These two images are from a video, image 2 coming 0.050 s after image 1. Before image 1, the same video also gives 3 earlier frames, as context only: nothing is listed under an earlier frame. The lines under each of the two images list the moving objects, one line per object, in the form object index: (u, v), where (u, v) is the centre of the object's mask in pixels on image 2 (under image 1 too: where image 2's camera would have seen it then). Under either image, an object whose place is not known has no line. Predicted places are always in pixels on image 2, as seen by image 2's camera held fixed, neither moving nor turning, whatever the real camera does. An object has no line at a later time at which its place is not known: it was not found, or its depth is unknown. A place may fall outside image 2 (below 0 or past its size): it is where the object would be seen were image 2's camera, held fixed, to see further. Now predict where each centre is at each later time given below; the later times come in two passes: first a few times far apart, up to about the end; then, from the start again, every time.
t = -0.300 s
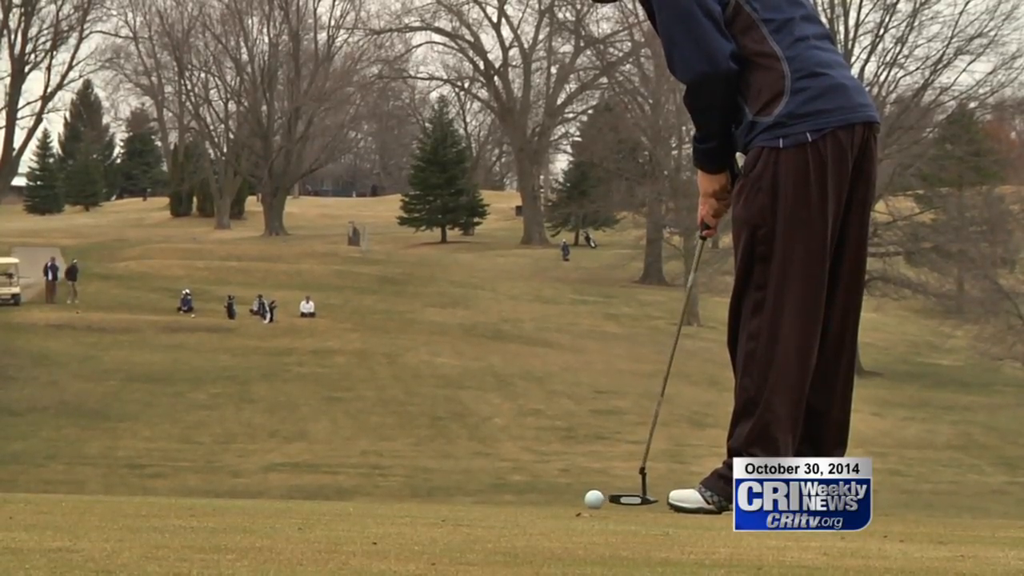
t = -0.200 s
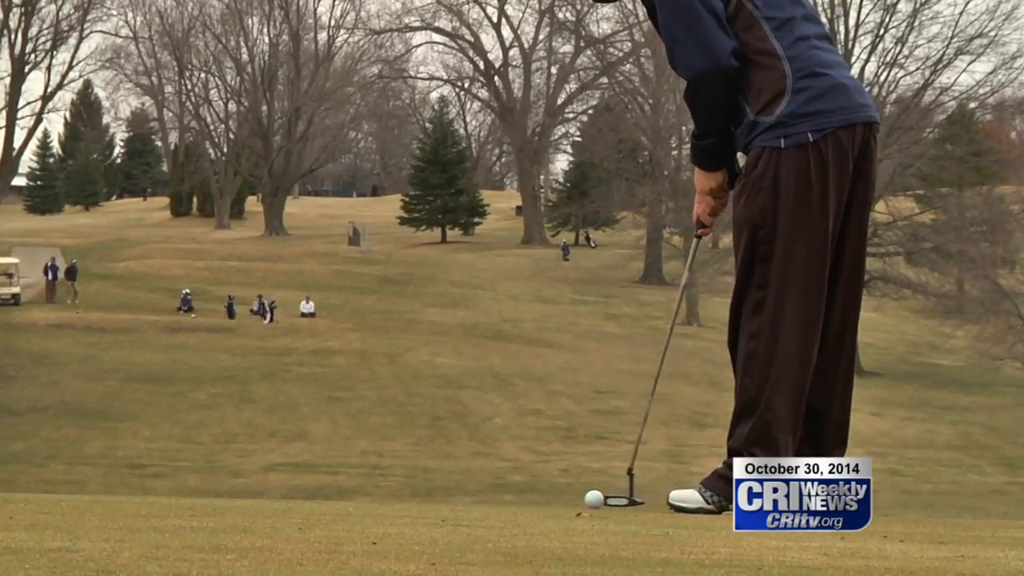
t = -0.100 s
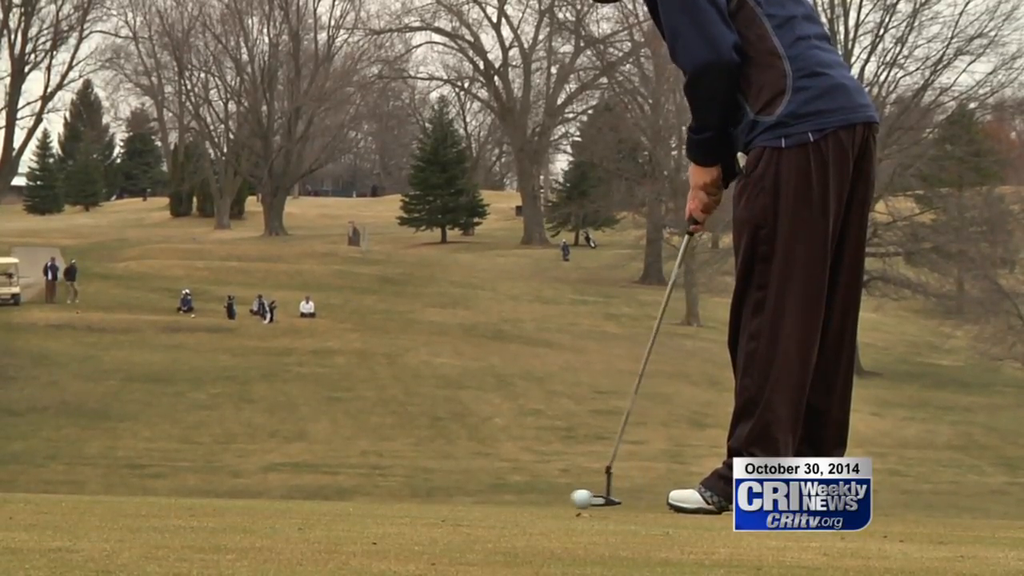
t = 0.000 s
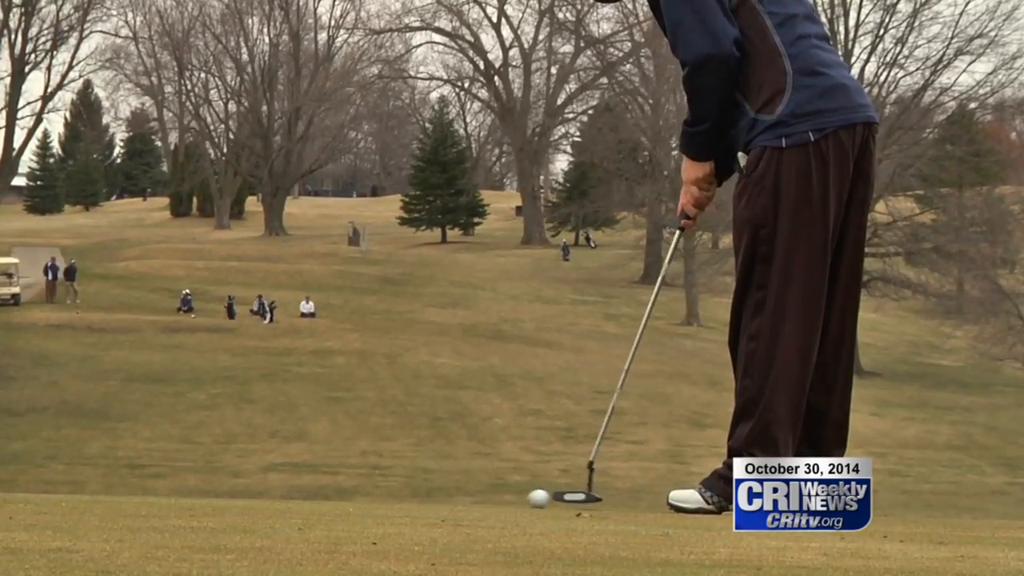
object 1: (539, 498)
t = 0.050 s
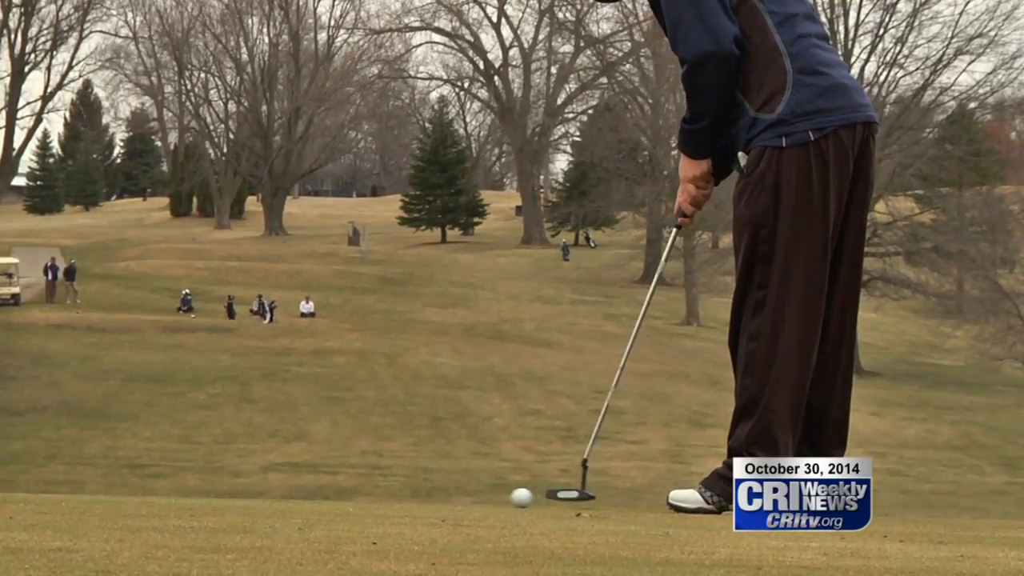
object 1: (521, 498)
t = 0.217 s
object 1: (467, 496)
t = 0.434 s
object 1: (401, 495)
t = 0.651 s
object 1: (341, 493)
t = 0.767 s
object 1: (307, 499)
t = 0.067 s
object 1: (516, 498)
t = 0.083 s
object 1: (510, 497)
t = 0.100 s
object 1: (505, 497)
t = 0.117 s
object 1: (499, 497)
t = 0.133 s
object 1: (493, 497)
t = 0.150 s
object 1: (488, 497)
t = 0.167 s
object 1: (483, 496)
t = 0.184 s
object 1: (477, 496)
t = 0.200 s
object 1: (473, 497)
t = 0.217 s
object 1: (467, 496)
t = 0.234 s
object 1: (461, 495)
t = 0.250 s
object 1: (456, 496)
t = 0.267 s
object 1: (451, 496)
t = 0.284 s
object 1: (446, 495)
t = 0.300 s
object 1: (441, 495)
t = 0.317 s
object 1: (436, 496)
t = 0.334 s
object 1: (431, 496)
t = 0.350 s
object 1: (426, 495)
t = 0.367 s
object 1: (421, 495)
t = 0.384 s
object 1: (416, 496)
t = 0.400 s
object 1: (411, 495)
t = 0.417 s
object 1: (406, 495)
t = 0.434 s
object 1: (401, 495)
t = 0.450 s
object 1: (397, 494)
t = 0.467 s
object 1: (392, 494)
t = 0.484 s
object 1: (388, 495)
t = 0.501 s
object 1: (383, 495)
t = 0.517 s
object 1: (378, 494)
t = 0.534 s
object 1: (374, 494)
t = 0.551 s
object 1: (370, 494)
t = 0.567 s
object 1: (365, 494)
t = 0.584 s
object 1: (360, 494)
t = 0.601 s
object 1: (355, 494)
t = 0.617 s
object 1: (350, 494)
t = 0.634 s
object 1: (346, 493)
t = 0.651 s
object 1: (341, 493)
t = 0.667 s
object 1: (337, 494)
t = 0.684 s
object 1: (333, 493)
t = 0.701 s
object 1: (328, 493)
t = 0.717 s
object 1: (324, 493)
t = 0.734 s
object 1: (319, 495)
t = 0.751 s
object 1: (314, 498)
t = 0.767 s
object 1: (307, 499)
